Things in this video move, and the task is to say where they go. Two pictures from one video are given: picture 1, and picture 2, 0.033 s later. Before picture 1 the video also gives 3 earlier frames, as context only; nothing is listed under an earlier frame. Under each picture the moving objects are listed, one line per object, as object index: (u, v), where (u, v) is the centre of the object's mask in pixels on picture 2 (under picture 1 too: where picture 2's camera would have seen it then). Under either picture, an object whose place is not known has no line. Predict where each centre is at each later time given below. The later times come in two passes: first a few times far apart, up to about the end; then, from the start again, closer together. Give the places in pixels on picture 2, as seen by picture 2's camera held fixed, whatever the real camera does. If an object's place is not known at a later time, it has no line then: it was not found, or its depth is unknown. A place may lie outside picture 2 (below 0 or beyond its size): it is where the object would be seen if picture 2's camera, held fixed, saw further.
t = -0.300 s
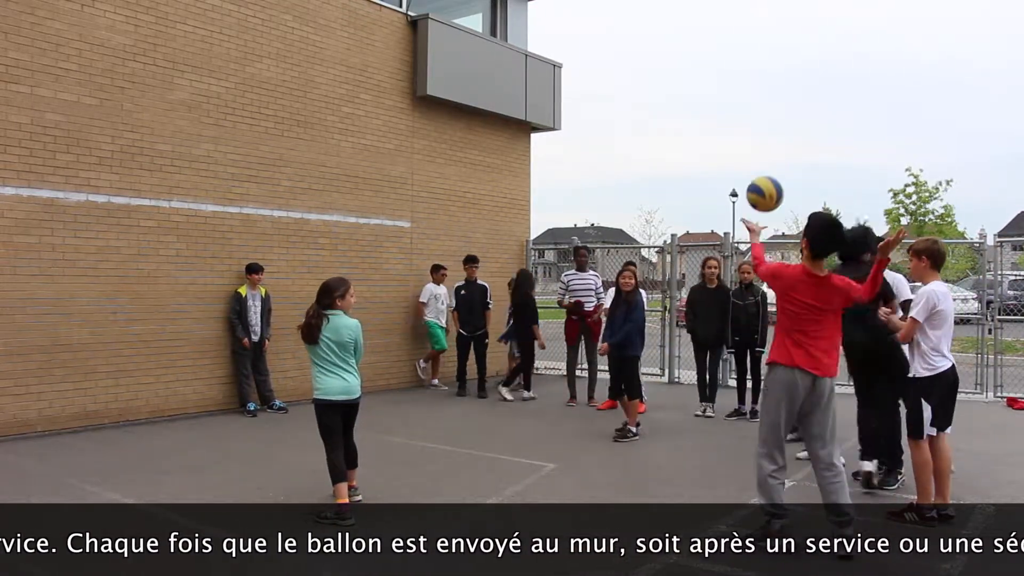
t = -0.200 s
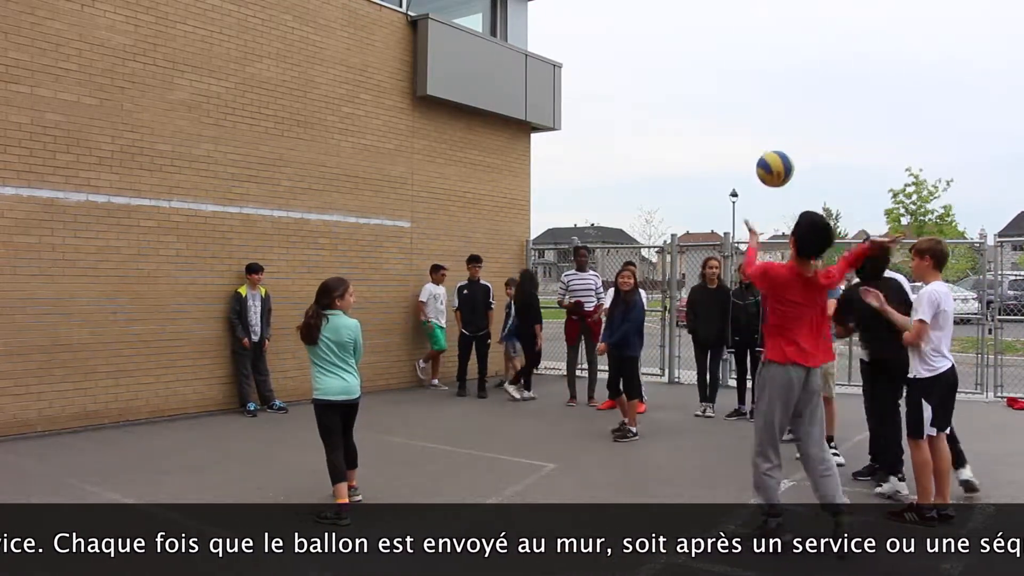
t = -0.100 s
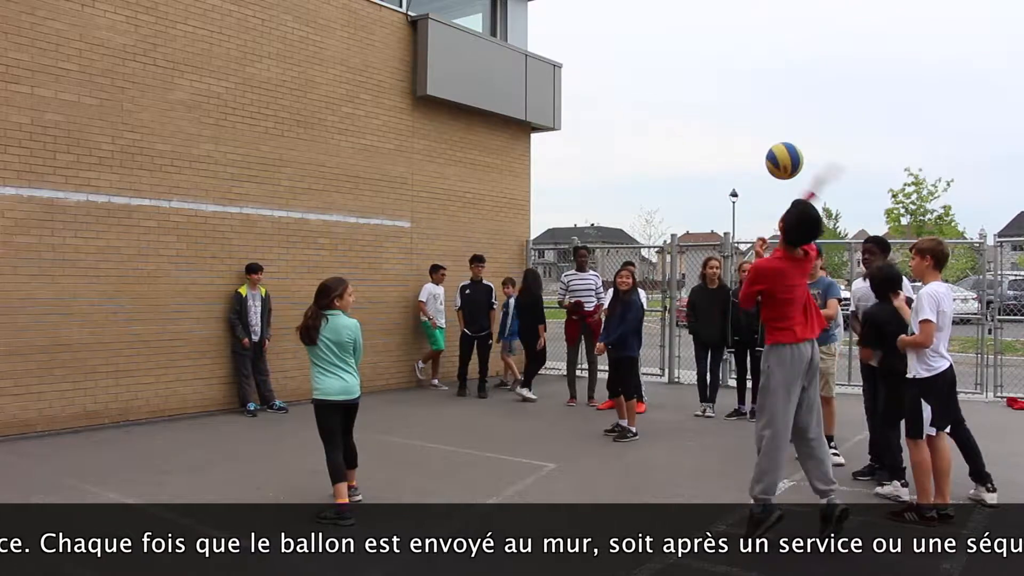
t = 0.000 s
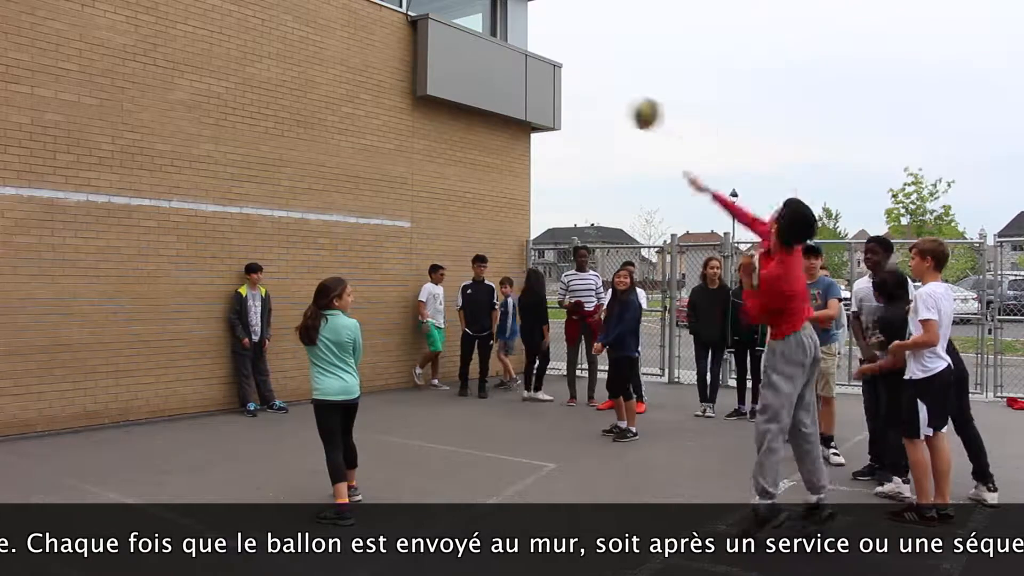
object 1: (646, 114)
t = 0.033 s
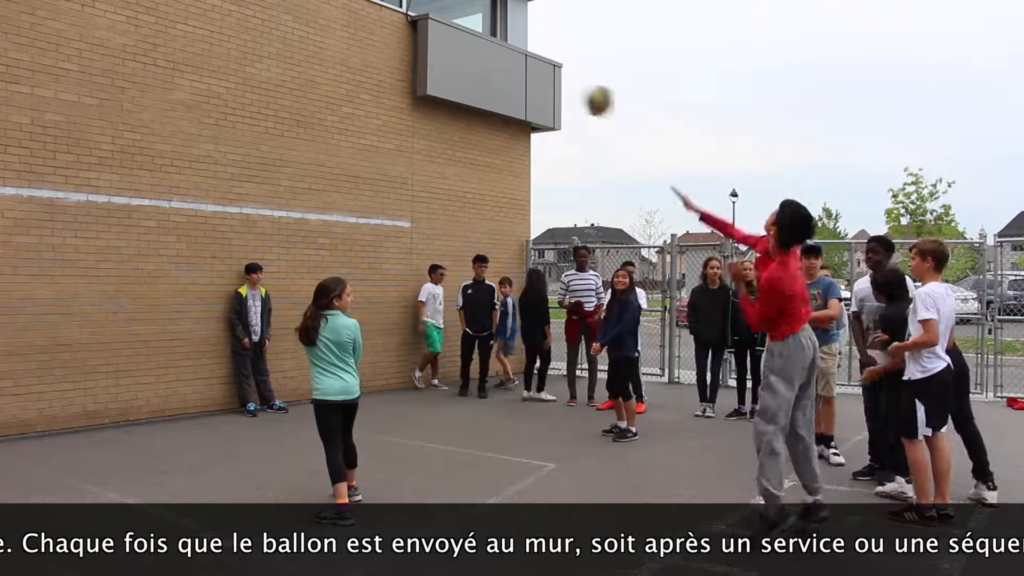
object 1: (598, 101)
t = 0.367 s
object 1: (288, 84)
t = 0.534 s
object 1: (299, 94)
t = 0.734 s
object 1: (440, 127)
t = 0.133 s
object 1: (478, 79)
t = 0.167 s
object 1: (445, 77)
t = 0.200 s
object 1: (415, 72)
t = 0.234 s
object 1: (383, 73)
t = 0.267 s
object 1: (357, 72)
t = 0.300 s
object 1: (332, 77)
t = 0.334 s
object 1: (310, 78)
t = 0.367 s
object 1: (288, 84)
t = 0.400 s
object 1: (265, 88)
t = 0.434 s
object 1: (248, 94)
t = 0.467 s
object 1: (257, 95)
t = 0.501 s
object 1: (279, 95)
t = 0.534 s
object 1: (299, 94)
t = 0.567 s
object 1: (321, 98)
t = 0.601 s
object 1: (343, 101)
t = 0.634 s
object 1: (366, 105)
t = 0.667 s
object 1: (388, 111)
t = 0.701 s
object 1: (414, 118)
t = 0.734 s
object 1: (440, 127)
